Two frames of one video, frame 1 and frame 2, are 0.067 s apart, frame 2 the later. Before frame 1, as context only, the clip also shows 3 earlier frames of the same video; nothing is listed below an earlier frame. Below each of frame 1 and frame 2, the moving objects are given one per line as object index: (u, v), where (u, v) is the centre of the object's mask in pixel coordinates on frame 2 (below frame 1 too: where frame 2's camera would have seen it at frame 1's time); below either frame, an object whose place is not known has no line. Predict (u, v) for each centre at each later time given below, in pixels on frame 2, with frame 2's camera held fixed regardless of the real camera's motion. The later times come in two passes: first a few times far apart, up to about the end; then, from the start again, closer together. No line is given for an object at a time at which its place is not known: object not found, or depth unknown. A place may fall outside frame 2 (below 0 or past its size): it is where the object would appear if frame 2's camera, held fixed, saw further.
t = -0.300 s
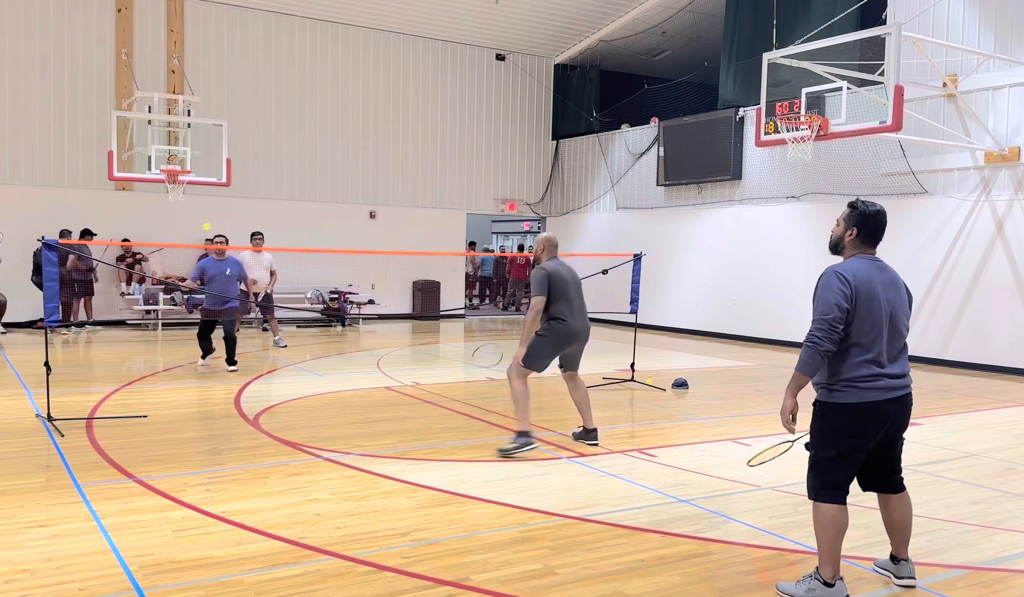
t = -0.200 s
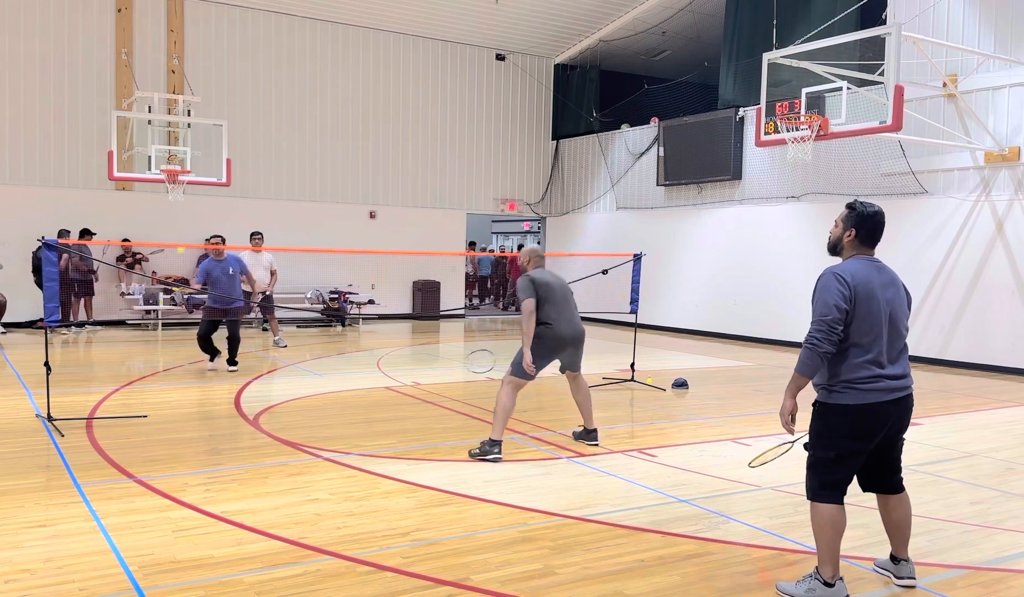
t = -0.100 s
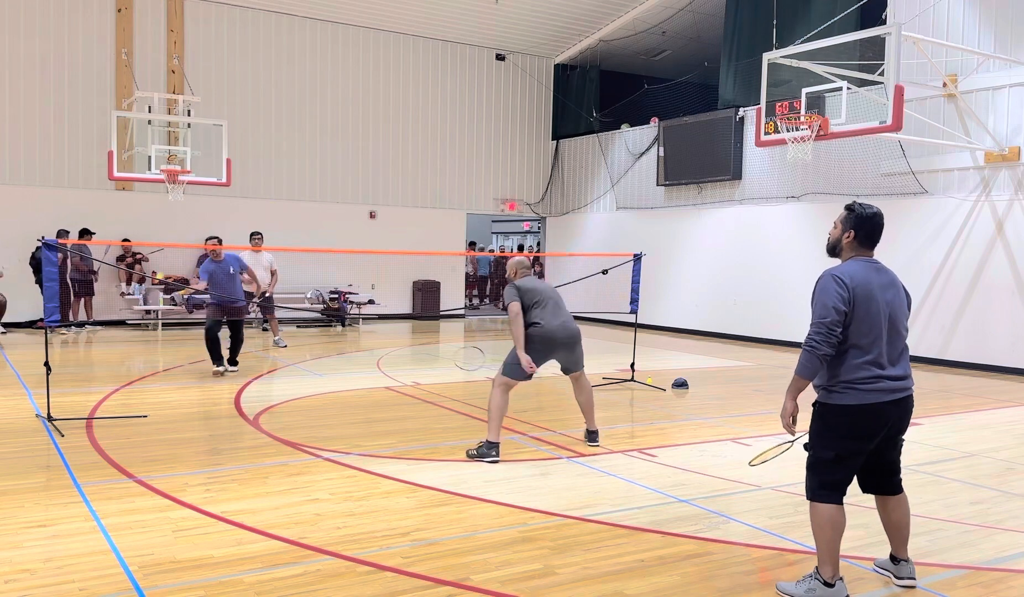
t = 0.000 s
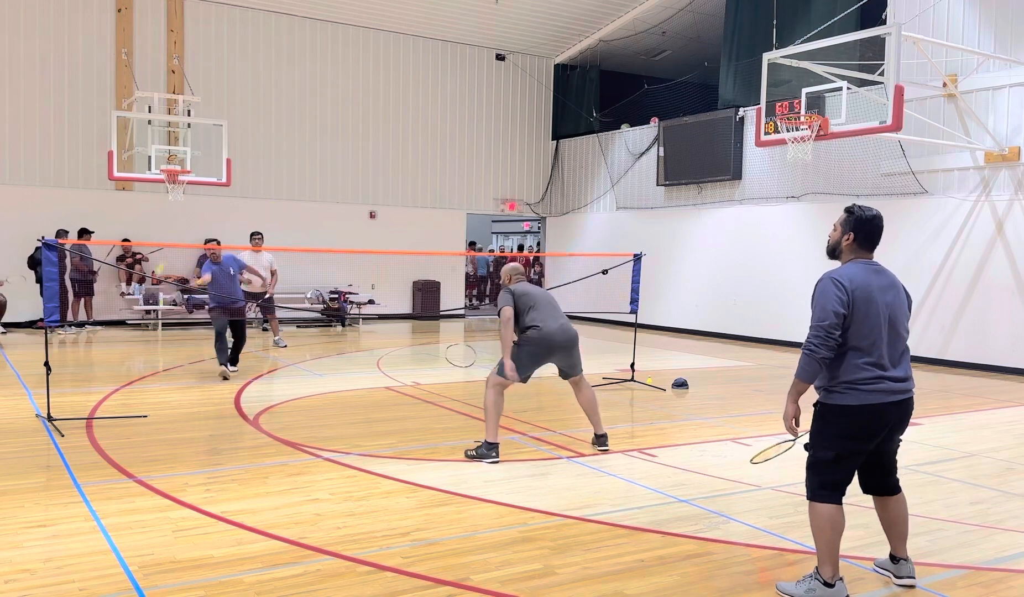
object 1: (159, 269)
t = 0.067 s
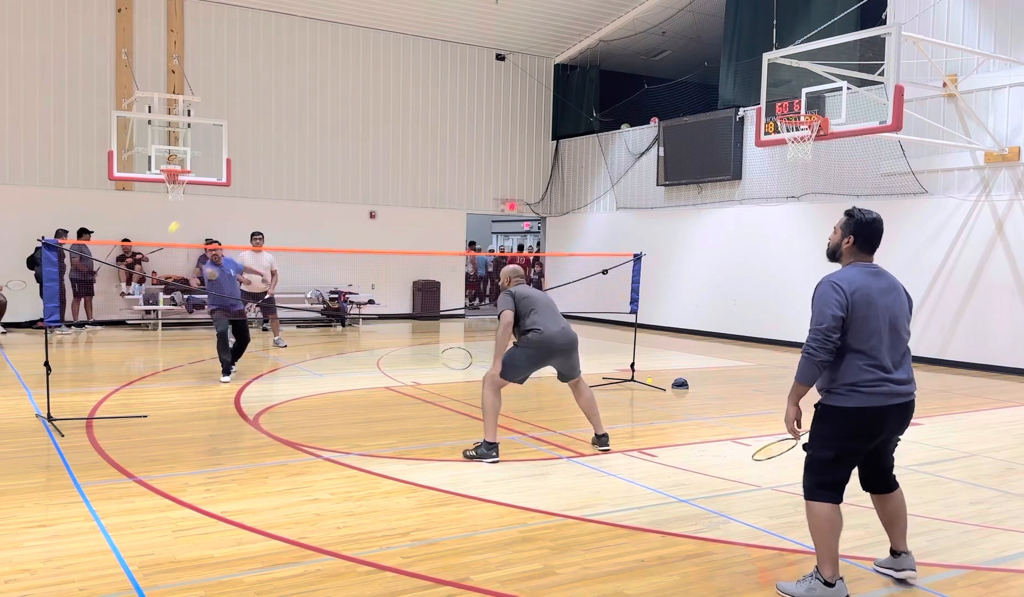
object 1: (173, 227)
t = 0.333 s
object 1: (250, 142)
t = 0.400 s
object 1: (270, 134)
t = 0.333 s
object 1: (250, 142)
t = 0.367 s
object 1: (260, 137)
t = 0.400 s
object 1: (270, 134)
